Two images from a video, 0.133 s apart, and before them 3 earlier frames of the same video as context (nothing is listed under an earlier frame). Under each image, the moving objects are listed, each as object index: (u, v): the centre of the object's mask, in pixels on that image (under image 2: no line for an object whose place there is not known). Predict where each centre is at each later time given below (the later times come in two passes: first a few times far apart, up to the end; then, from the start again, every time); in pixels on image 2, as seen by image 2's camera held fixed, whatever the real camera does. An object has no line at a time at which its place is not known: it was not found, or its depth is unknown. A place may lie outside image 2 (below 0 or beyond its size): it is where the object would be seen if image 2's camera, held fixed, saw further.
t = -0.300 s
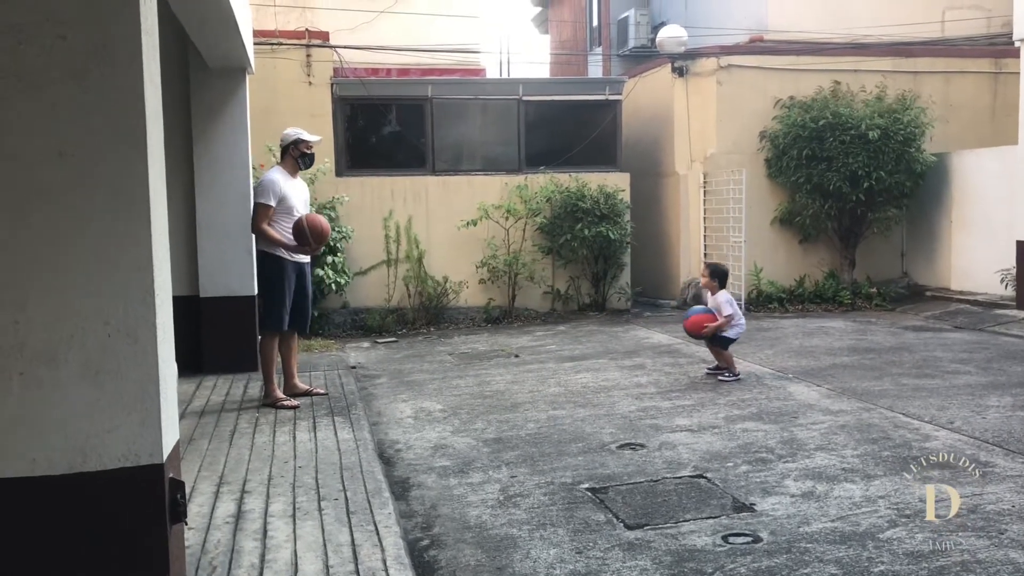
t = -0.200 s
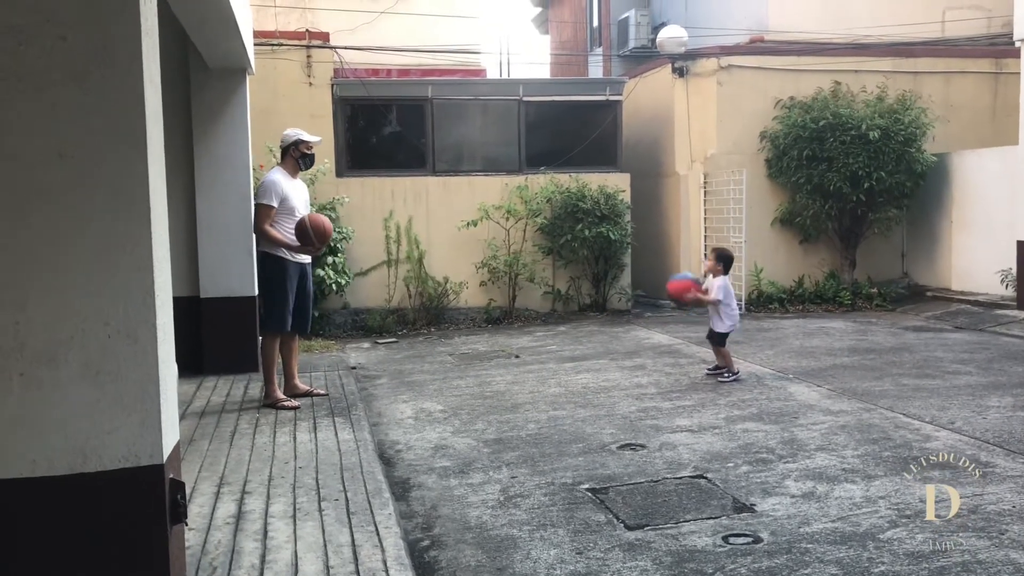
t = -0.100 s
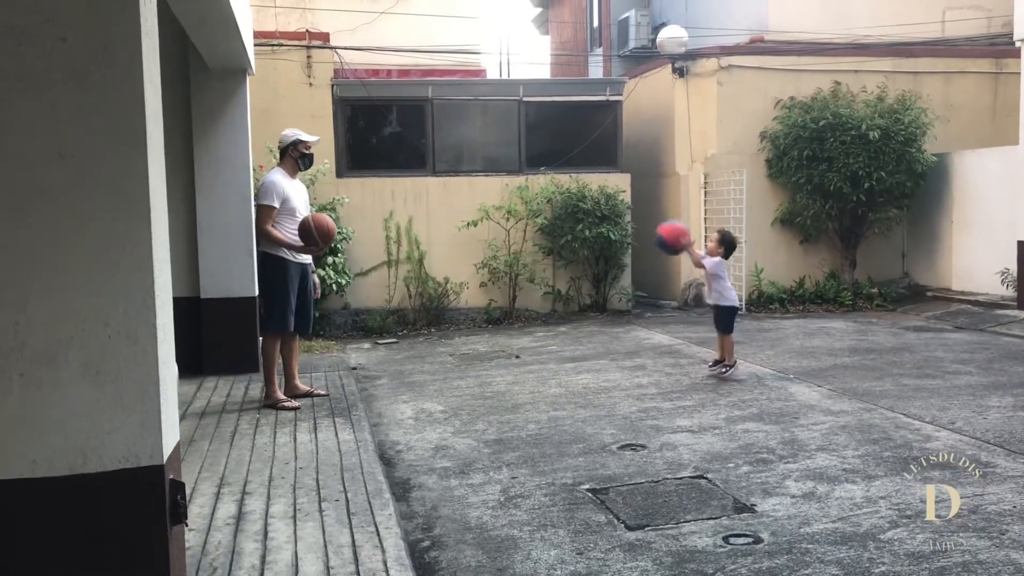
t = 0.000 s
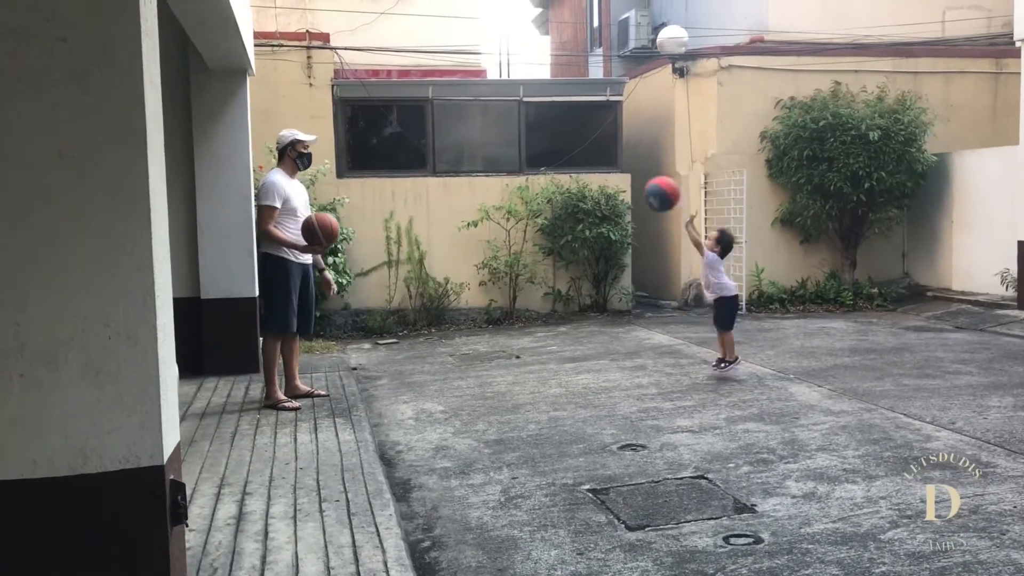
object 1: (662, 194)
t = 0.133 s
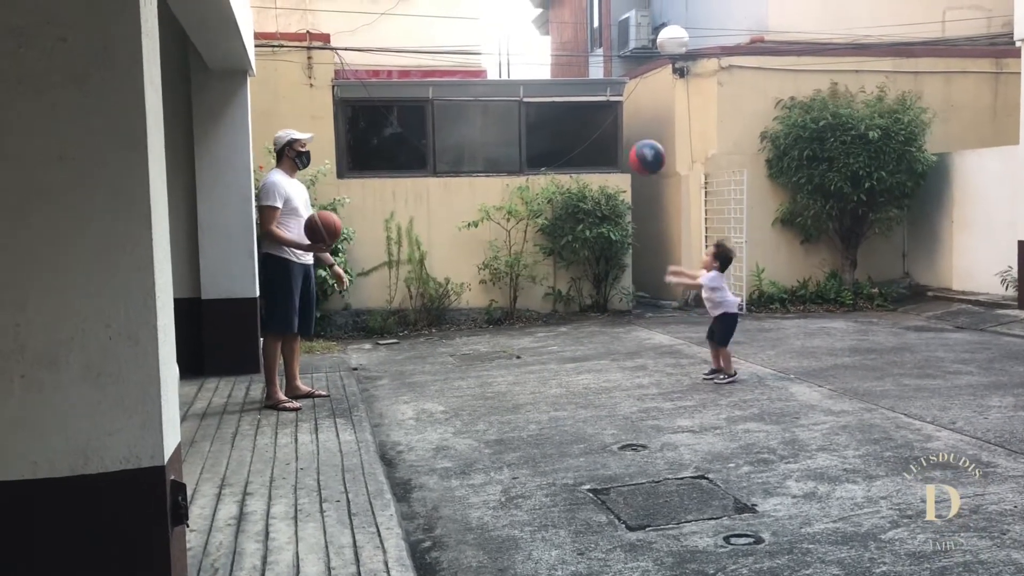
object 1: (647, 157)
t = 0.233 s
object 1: (636, 147)
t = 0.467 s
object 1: (612, 178)
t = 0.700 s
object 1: (590, 289)
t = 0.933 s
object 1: (567, 316)
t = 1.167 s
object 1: (544, 235)
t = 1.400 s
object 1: (524, 232)
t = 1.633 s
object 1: (506, 308)
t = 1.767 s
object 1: (495, 380)
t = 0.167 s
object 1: (643, 152)
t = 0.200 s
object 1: (640, 149)
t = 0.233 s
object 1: (636, 147)
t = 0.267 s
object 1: (633, 146)
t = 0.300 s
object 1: (630, 147)
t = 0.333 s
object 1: (626, 150)
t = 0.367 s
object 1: (622, 155)
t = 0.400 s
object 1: (619, 161)
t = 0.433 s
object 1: (615, 169)
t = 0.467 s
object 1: (612, 178)
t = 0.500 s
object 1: (609, 189)
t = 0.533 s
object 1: (606, 202)
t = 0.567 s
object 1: (603, 216)
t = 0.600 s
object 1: (599, 232)
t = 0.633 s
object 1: (595, 249)
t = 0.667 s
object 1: (593, 268)
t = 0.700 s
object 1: (590, 289)
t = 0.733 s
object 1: (586, 311)
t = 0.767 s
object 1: (583, 335)
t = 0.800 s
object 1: (580, 360)
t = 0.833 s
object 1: (578, 375)
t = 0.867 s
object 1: (574, 353)
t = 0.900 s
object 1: (570, 334)
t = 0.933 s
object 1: (567, 316)
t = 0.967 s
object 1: (564, 299)
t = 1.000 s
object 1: (560, 285)
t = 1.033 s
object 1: (558, 272)
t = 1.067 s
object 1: (554, 260)
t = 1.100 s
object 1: (550, 250)
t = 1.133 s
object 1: (547, 242)
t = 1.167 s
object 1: (544, 235)
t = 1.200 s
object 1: (542, 231)
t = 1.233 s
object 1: (539, 227)
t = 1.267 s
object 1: (535, 224)
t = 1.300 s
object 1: (532, 224)
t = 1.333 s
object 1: (529, 225)
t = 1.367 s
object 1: (526, 228)
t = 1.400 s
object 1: (524, 232)
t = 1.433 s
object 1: (521, 239)
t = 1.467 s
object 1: (518, 246)
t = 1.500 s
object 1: (515, 256)
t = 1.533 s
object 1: (513, 266)
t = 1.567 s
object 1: (510, 279)
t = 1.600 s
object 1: (508, 292)
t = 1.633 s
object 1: (506, 308)
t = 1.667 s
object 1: (502, 325)
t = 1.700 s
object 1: (500, 344)
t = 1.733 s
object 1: (498, 365)
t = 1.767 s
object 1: (495, 380)
